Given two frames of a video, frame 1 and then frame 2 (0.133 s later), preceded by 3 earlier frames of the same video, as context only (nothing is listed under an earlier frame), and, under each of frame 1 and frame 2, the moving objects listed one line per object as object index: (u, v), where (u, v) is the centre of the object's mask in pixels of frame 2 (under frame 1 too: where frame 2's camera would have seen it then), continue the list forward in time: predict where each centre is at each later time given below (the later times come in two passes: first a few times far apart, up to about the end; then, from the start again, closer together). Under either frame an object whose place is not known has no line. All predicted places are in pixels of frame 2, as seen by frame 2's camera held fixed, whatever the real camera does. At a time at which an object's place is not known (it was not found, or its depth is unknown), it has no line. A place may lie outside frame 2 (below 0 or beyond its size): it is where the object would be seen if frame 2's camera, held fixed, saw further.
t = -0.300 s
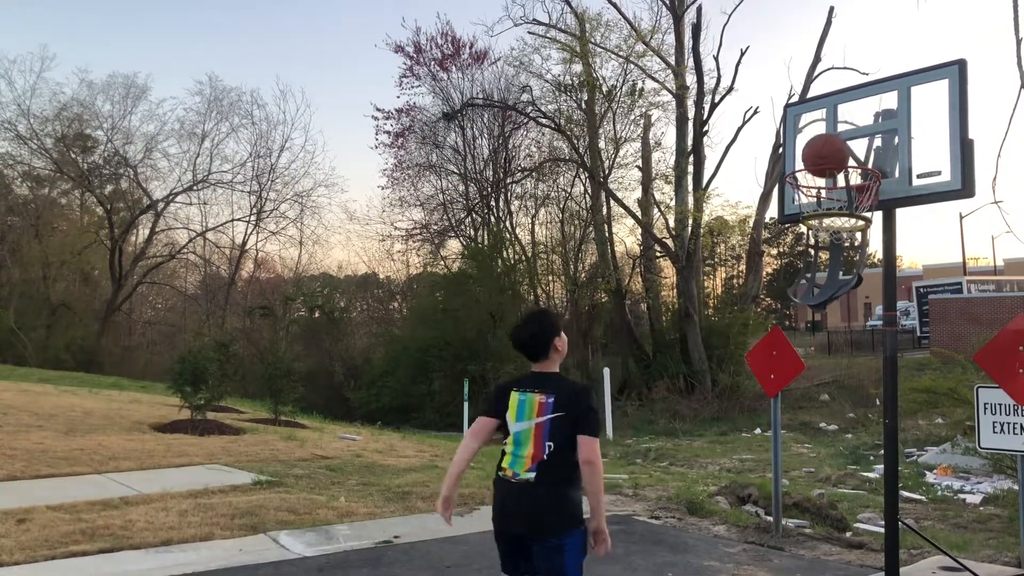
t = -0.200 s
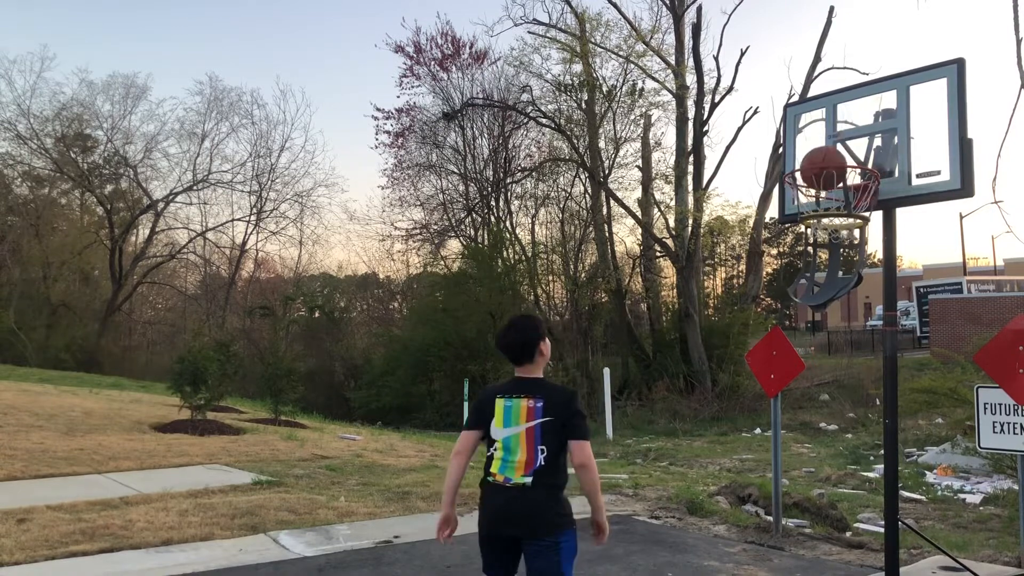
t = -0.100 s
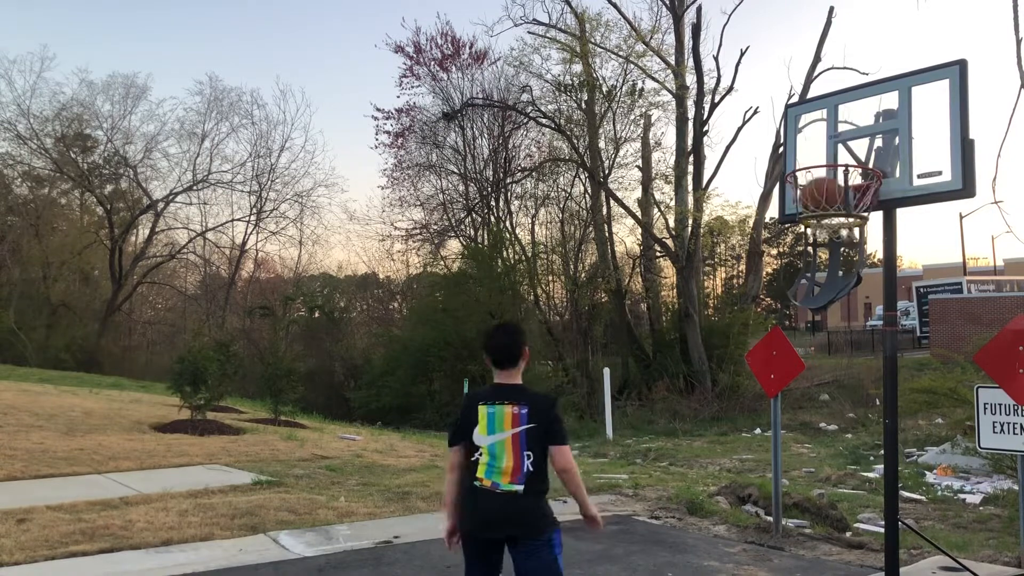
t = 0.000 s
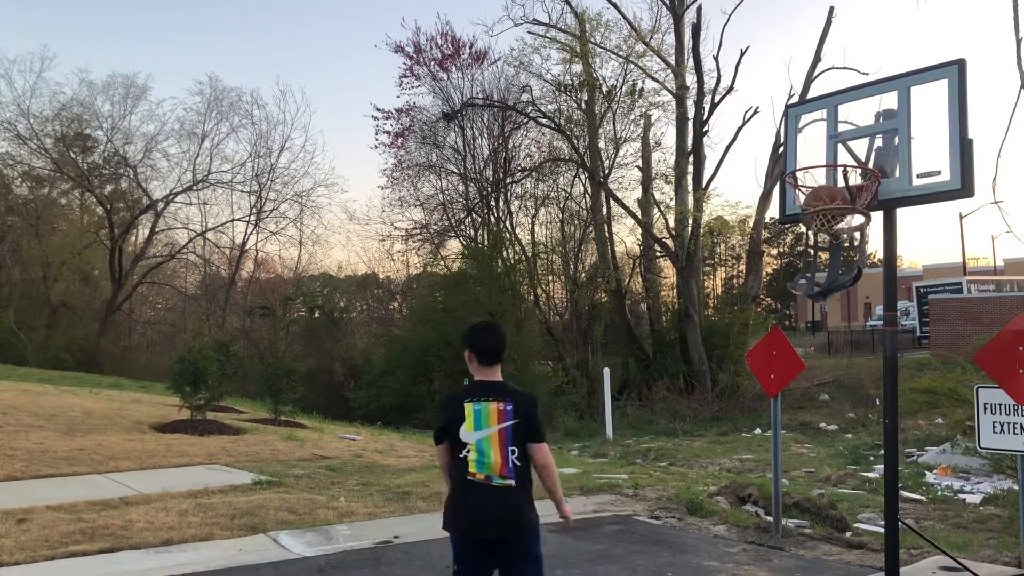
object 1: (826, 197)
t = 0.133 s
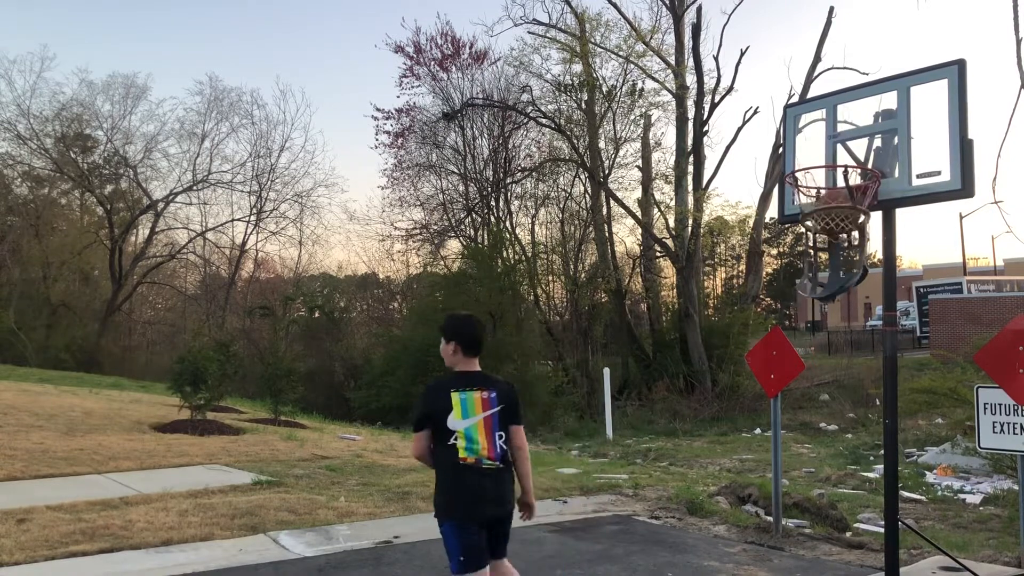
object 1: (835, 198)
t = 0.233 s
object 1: (837, 202)
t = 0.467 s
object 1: (831, 250)
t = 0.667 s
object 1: (812, 290)
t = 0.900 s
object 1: (787, 334)
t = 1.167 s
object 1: (763, 522)
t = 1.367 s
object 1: (735, 540)
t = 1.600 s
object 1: (695, 425)
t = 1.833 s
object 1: (659, 416)
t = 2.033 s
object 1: (629, 499)
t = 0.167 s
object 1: (836, 198)
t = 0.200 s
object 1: (836, 199)
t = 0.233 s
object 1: (837, 202)
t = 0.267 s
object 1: (840, 235)
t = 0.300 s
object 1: (842, 239)
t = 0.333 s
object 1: (839, 240)
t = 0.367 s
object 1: (839, 240)
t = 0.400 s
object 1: (836, 241)
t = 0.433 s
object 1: (833, 243)
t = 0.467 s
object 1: (831, 250)
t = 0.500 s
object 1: (828, 258)
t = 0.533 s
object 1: (824, 268)
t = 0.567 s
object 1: (819, 282)
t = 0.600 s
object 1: (817, 288)
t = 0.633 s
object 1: (815, 289)
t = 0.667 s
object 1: (812, 290)
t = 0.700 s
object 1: (808, 290)
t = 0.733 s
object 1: (805, 292)
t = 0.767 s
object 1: (801, 296)
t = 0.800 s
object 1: (797, 301)
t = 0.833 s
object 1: (793, 311)
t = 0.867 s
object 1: (791, 321)
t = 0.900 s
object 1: (787, 334)
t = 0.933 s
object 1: (783, 350)
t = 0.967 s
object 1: (781, 368)
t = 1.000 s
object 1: (777, 387)
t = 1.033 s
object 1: (774, 409)
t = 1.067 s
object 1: (771, 435)
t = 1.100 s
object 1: (768, 461)
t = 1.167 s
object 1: (763, 522)
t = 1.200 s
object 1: (759, 555)
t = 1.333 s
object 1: (741, 560)
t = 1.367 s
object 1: (735, 540)
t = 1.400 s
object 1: (729, 518)
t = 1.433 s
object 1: (723, 497)
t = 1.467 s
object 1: (718, 478)
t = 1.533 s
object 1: (706, 447)
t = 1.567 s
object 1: (701, 435)
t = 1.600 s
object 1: (695, 425)
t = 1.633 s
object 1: (690, 417)
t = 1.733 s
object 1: (674, 407)
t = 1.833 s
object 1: (659, 416)
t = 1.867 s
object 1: (654, 424)
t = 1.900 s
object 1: (649, 434)
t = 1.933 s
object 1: (644, 447)
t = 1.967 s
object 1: (639, 461)
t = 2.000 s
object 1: (634, 479)
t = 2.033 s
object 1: (629, 499)
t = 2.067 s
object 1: (624, 521)
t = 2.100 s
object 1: (620, 545)
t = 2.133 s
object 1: (614, 562)
